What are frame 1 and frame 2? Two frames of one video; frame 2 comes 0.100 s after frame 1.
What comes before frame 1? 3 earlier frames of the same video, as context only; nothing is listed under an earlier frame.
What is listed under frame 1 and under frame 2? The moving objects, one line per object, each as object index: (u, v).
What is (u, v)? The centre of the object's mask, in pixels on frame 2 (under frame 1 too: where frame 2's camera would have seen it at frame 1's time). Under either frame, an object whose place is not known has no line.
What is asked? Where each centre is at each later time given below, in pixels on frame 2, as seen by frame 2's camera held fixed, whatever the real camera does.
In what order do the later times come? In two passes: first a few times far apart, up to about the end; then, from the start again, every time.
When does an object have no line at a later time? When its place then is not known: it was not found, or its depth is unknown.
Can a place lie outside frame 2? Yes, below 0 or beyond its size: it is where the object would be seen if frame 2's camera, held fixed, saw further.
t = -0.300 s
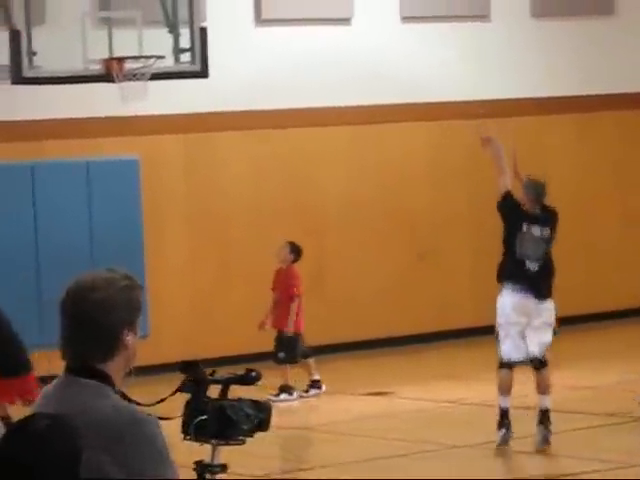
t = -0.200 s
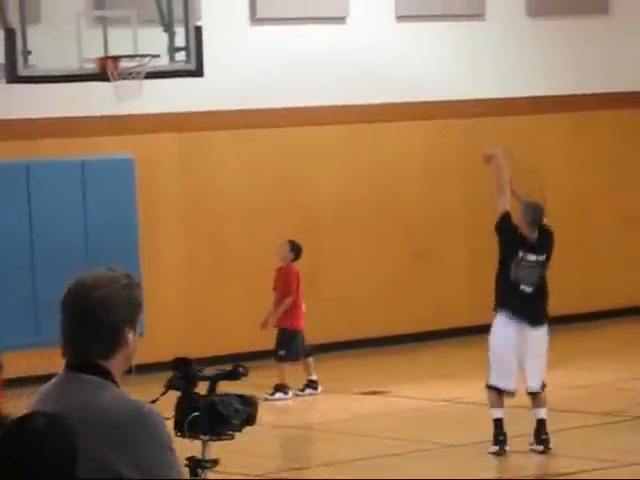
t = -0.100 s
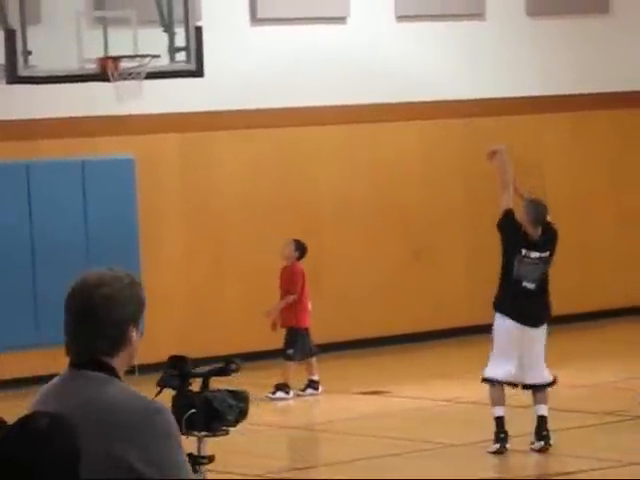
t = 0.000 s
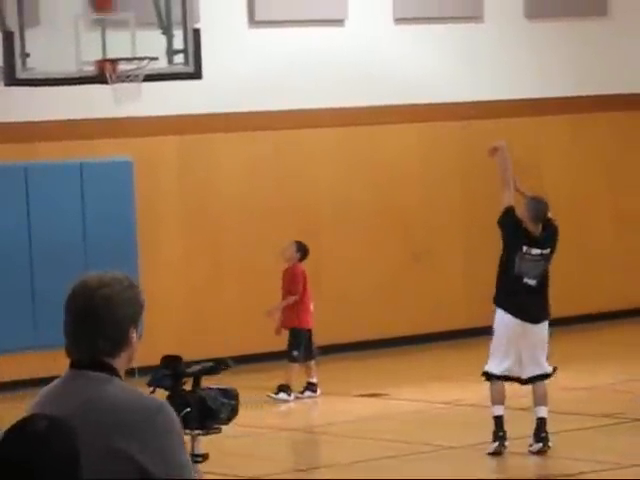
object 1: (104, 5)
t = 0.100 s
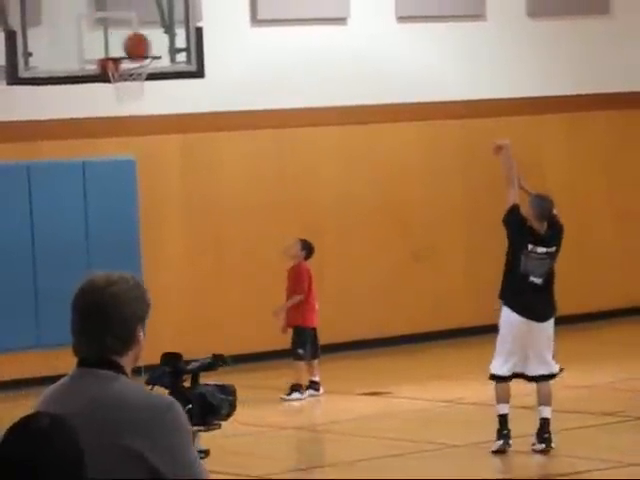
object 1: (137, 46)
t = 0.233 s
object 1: (133, 47)
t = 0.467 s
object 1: (86, 30)
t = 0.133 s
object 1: (141, 49)
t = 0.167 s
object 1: (145, 51)
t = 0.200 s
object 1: (140, 50)
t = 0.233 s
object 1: (133, 47)
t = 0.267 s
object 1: (125, 42)
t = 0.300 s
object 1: (116, 37)
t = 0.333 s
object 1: (109, 34)
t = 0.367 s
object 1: (102, 32)
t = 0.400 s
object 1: (96, 32)
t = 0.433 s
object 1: (91, 31)
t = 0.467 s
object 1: (86, 30)
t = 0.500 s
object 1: (82, 31)
